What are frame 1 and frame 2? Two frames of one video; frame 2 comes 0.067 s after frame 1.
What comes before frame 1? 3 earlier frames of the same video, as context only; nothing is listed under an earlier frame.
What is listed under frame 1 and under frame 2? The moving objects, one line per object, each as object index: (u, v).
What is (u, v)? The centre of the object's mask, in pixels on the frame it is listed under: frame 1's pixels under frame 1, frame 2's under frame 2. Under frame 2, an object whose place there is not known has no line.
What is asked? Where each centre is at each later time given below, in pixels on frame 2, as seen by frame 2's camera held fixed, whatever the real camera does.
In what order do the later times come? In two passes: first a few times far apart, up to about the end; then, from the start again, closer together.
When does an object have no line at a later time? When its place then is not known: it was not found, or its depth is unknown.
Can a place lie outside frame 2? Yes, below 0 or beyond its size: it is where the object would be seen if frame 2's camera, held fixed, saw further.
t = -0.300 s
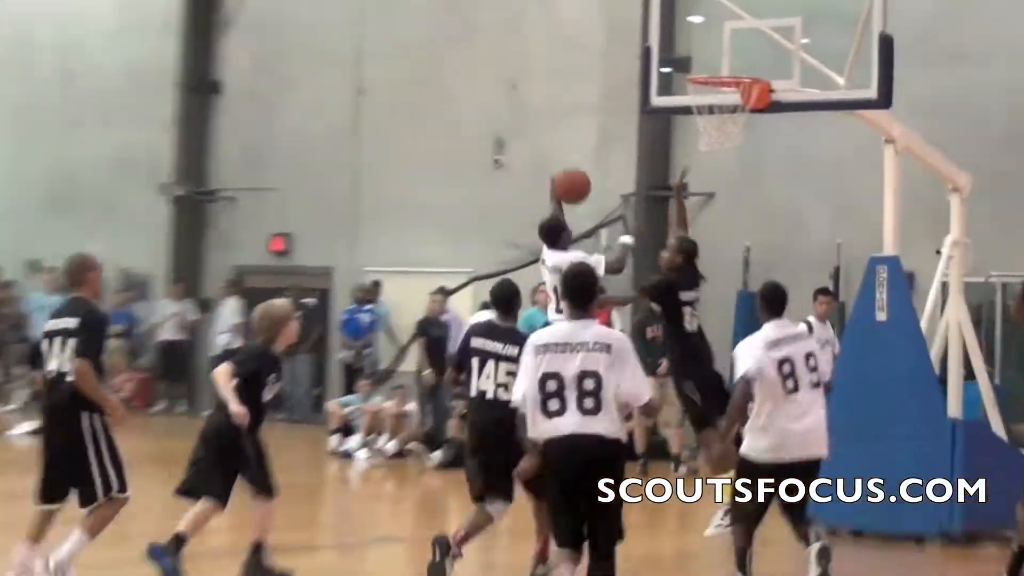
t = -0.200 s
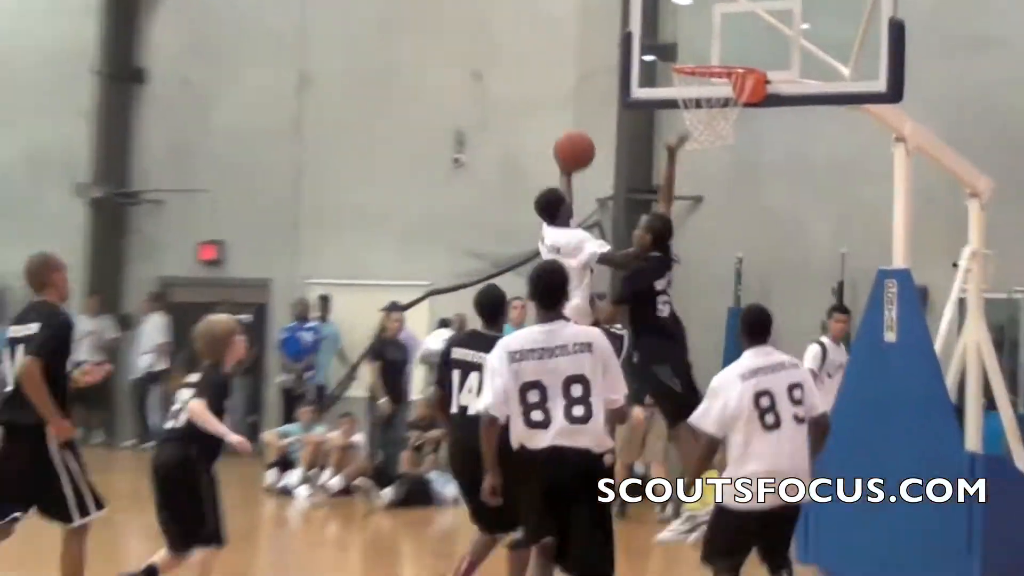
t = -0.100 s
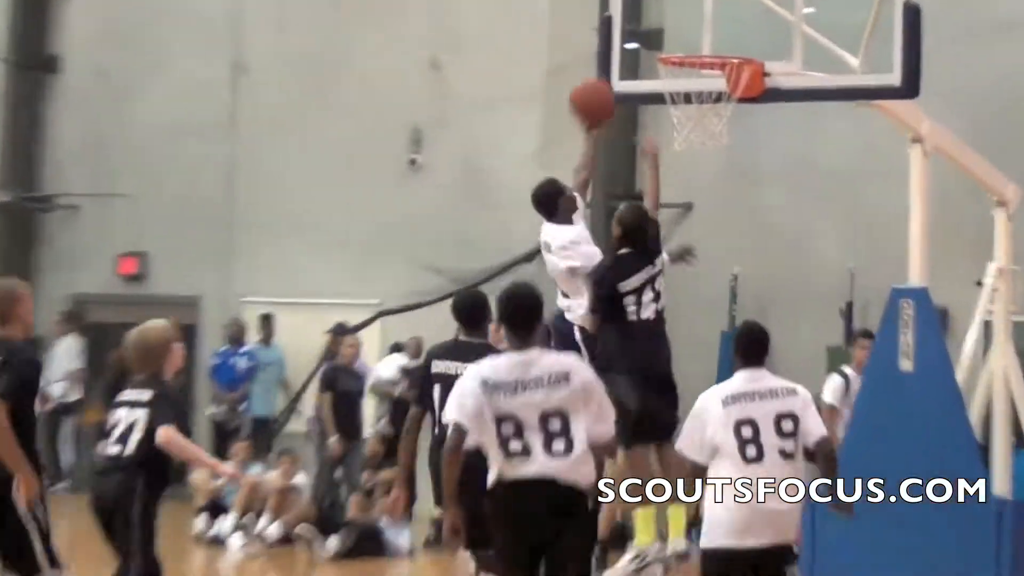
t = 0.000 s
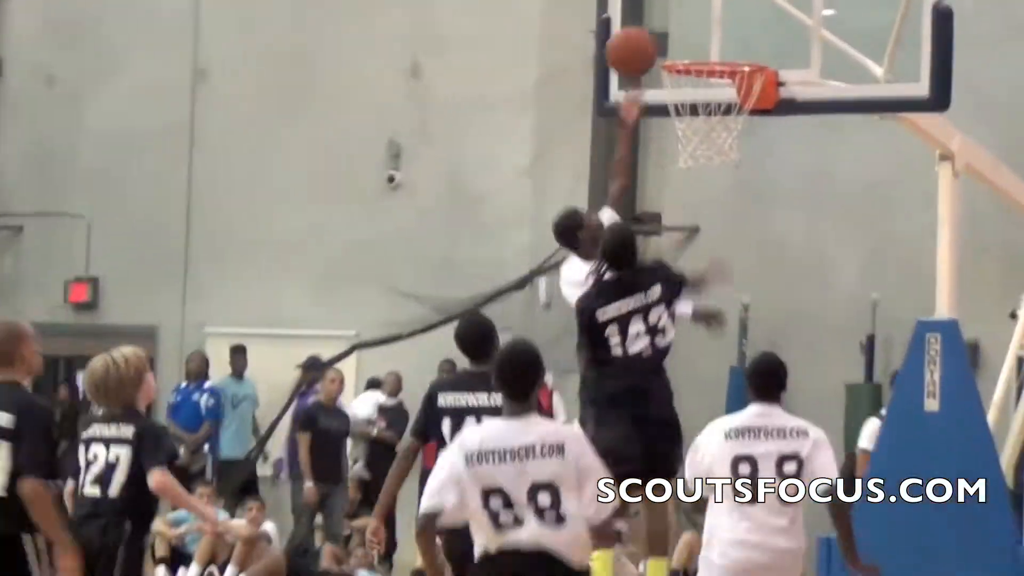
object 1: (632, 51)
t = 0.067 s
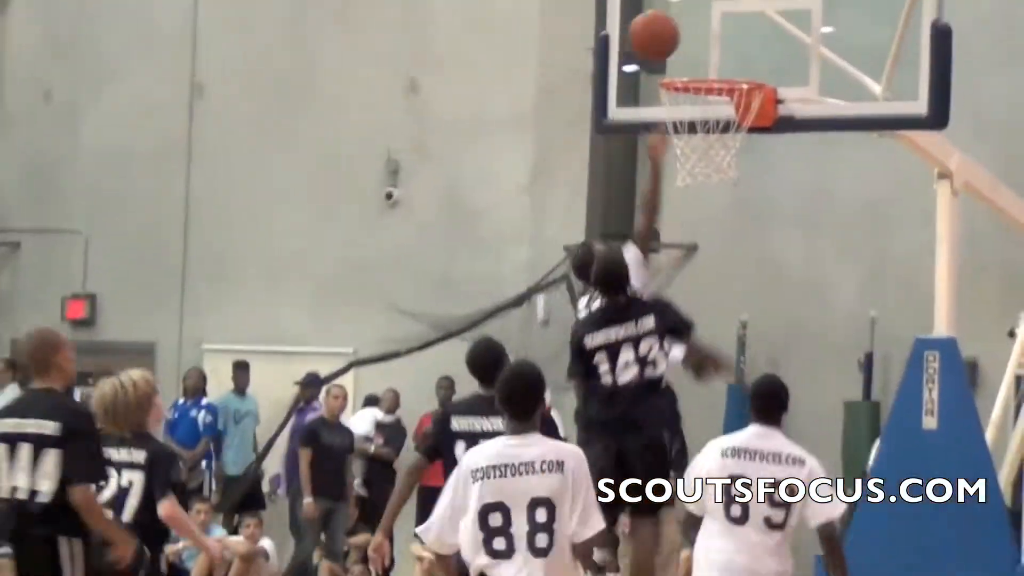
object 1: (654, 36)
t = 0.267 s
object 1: (684, -17)
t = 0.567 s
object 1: (678, 41)
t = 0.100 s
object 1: (666, 23)
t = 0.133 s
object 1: (677, 12)
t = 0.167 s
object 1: (686, 2)
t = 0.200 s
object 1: (686, -6)
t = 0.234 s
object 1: (684, -12)
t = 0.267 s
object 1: (684, -17)
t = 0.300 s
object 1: (683, -22)
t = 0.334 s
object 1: (684, -23)
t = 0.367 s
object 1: (684, -21)
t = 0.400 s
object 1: (682, -18)
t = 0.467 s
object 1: (681, -2)
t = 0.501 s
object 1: (680, 10)
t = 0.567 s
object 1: (678, 41)
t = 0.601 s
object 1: (677, 57)
